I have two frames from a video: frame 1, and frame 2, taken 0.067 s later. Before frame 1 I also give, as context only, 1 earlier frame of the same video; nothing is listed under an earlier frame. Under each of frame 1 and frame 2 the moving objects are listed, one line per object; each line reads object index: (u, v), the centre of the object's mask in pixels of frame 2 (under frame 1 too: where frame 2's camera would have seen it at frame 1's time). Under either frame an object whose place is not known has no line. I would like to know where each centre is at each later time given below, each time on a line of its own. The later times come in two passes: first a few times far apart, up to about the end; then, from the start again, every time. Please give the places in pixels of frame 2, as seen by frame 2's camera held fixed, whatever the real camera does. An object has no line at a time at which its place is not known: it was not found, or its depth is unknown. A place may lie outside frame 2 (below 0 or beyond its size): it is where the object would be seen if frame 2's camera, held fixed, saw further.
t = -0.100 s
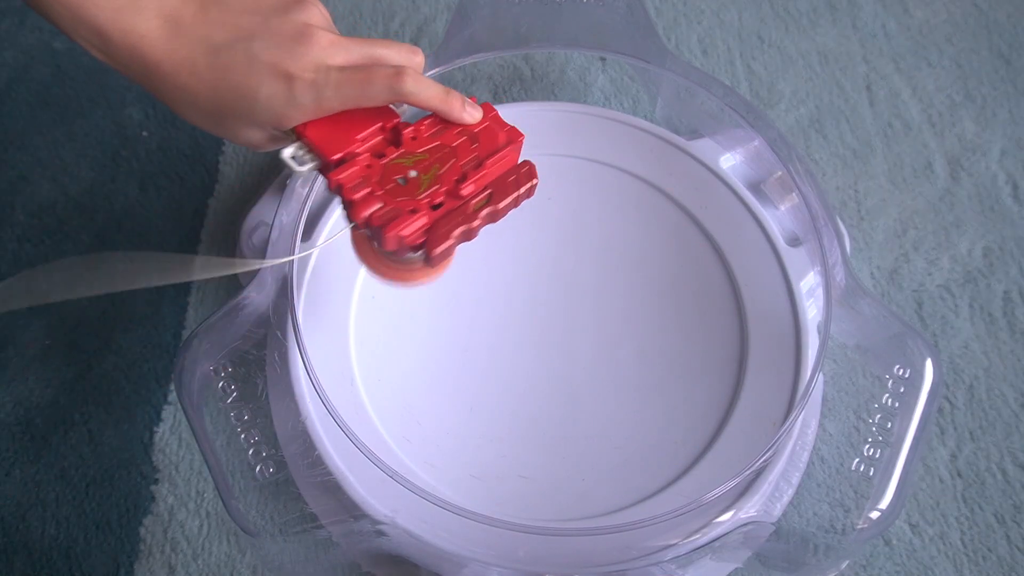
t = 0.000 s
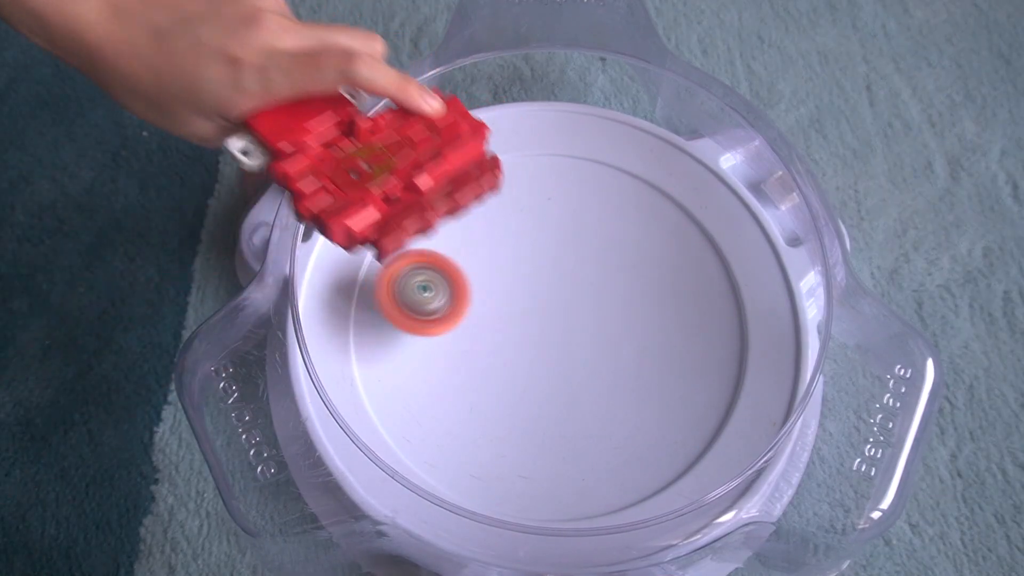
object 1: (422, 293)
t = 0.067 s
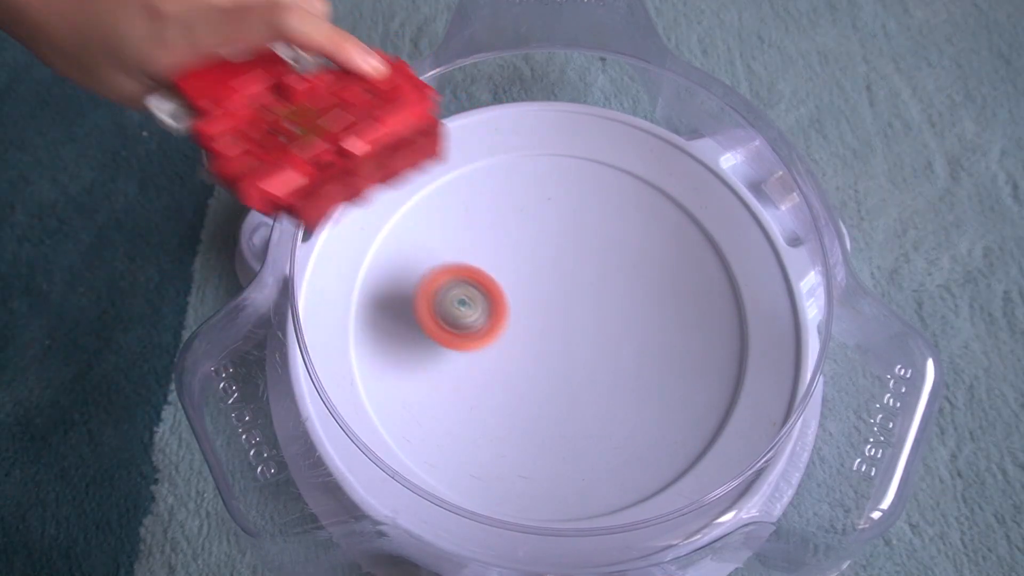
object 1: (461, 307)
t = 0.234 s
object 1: (576, 330)
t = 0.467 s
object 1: (648, 275)
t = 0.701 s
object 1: (587, 179)
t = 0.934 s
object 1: (496, 218)
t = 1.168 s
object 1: (505, 329)
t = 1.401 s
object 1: (596, 353)
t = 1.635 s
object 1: (627, 298)
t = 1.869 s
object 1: (580, 264)
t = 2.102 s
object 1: (577, 294)
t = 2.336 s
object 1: (618, 332)
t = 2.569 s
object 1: (635, 318)
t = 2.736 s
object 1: (619, 303)
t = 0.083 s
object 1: (471, 315)
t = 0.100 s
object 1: (482, 315)
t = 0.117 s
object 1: (494, 316)
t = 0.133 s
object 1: (506, 320)
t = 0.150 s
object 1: (517, 324)
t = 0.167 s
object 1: (530, 325)
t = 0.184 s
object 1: (542, 327)
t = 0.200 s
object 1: (553, 328)
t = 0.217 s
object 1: (565, 329)
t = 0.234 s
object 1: (576, 330)
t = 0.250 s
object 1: (586, 330)
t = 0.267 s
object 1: (595, 329)
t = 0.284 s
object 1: (604, 328)
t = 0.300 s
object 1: (612, 326)
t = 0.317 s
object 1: (619, 323)
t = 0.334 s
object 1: (625, 320)
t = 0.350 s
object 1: (630, 316)
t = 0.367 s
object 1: (635, 310)
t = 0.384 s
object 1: (639, 306)
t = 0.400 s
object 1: (642, 300)
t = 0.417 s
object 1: (645, 295)
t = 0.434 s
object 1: (647, 287)
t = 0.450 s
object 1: (648, 281)
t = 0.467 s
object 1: (648, 275)
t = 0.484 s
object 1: (647, 267)
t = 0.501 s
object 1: (646, 261)
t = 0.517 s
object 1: (643, 252)
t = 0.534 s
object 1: (641, 245)
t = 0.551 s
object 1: (638, 237)
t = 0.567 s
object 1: (633, 229)
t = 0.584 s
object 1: (629, 221)
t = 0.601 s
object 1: (624, 213)
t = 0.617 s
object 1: (619, 206)
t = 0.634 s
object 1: (613, 199)
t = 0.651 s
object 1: (607, 193)
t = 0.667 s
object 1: (601, 188)
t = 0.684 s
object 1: (594, 183)
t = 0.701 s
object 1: (587, 179)
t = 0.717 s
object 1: (580, 176)
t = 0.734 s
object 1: (573, 174)
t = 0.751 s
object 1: (566, 173)
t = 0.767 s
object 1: (559, 173)
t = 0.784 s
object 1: (551, 174)
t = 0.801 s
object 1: (544, 176)
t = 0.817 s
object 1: (537, 178)
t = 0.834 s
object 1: (530, 181)
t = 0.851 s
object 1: (524, 185)
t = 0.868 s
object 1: (517, 190)
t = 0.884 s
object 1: (511, 196)
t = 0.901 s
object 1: (506, 203)
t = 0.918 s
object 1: (501, 210)
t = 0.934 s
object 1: (496, 218)
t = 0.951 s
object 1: (491, 225)
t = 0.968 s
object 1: (487, 233)
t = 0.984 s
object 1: (484, 241)
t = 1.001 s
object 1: (482, 249)
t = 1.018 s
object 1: (480, 258)
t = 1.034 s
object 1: (480, 267)
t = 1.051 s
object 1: (480, 275)
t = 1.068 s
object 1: (482, 283)
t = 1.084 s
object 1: (483, 291)
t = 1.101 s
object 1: (487, 299)
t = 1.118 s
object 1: (491, 308)
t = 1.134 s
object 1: (495, 315)
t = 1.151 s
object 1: (500, 322)
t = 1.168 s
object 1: (505, 329)
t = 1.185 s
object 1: (511, 336)
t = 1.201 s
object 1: (517, 341)
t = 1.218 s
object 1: (524, 346)
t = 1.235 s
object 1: (531, 350)
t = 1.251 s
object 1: (538, 353)
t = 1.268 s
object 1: (545, 356)
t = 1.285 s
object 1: (552, 358)
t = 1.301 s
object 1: (559, 359)
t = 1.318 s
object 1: (566, 360)
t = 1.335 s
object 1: (572, 360)
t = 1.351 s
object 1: (579, 359)
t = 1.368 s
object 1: (585, 358)
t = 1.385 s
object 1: (591, 356)
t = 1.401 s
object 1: (596, 353)
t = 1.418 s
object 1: (602, 351)
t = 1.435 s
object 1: (606, 347)
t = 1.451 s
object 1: (611, 344)
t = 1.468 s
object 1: (615, 340)
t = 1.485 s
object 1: (618, 336)
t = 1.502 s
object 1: (621, 332)
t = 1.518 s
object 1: (623, 328)
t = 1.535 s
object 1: (625, 324)
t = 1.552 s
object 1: (627, 319)
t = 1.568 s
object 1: (628, 315)
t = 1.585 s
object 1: (628, 311)
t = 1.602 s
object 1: (628, 306)
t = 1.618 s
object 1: (628, 302)
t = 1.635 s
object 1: (627, 298)
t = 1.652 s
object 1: (626, 294)
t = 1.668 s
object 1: (624, 290)
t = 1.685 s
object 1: (621, 286)
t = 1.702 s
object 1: (618, 283)
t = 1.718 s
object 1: (615, 279)
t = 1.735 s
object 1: (611, 276)
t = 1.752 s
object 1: (607, 274)
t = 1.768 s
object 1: (602, 271)
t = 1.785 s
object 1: (598, 270)
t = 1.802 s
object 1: (594, 268)
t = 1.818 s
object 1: (590, 267)
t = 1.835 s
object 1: (587, 265)
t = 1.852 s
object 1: (583, 265)
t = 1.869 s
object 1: (580, 264)
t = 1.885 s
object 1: (578, 264)
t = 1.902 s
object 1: (576, 264)
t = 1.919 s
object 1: (574, 265)
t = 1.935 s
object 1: (573, 266)
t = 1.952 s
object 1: (572, 268)
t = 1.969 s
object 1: (571, 269)
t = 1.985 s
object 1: (570, 272)
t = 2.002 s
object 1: (570, 274)
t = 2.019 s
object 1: (571, 277)
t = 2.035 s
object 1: (571, 280)
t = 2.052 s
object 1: (572, 284)
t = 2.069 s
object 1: (574, 287)
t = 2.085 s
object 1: (575, 291)
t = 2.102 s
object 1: (577, 294)
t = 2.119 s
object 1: (579, 298)
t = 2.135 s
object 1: (582, 302)
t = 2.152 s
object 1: (585, 305)
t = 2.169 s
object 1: (587, 309)
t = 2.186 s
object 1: (591, 312)
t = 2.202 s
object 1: (593, 316)
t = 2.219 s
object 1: (596, 319)
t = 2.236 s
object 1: (600, 322)
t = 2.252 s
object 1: (603, 324)
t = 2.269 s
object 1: (606, 326)
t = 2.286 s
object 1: (609, 328)
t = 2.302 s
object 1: (612, 330)
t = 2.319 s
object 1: (616, 331)
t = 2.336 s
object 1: (618, 332)
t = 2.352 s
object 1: (621, 332)
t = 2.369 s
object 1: (623, 333)
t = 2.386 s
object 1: (625, 333)
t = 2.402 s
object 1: (627, 332)
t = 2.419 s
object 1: (629, 332)
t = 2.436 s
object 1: (631, 331)
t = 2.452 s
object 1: (632, 330)
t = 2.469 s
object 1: (633, 329)
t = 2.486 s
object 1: (634, 327)
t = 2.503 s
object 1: (635, 326)
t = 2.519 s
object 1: (635, 324)
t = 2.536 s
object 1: (635, 322)
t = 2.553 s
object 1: (635, 320)
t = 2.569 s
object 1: (635, 318)
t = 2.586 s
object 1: (634, 316)
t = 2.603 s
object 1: (633, 314)
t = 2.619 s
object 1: (632, 312)
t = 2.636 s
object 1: (631, 310)
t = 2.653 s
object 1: (630, 308)
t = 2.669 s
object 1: (628, 307)
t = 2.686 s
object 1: (626, 305)
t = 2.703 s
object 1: (624, 305)
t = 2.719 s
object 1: (622, 304)
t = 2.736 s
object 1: (619, 303)
